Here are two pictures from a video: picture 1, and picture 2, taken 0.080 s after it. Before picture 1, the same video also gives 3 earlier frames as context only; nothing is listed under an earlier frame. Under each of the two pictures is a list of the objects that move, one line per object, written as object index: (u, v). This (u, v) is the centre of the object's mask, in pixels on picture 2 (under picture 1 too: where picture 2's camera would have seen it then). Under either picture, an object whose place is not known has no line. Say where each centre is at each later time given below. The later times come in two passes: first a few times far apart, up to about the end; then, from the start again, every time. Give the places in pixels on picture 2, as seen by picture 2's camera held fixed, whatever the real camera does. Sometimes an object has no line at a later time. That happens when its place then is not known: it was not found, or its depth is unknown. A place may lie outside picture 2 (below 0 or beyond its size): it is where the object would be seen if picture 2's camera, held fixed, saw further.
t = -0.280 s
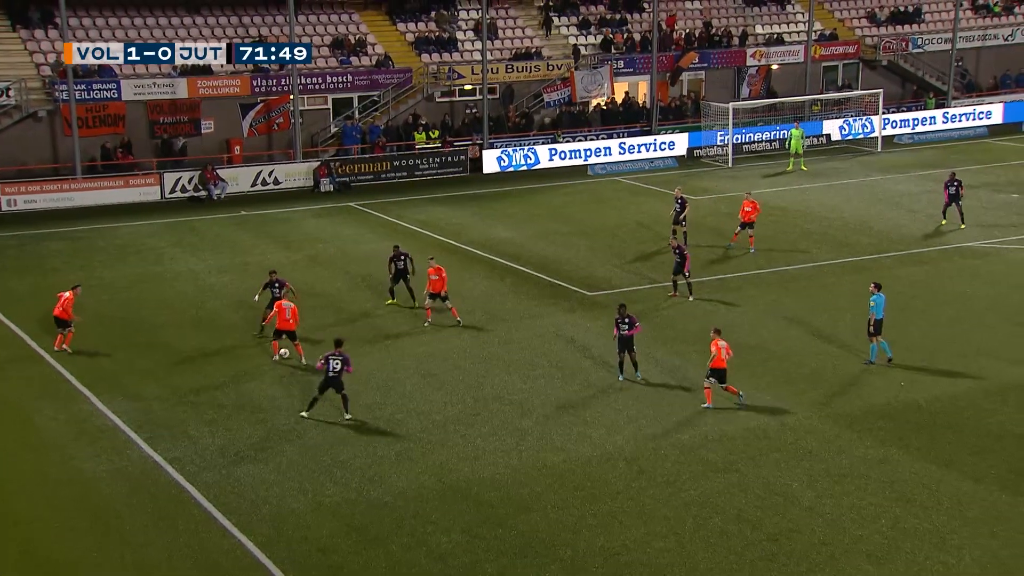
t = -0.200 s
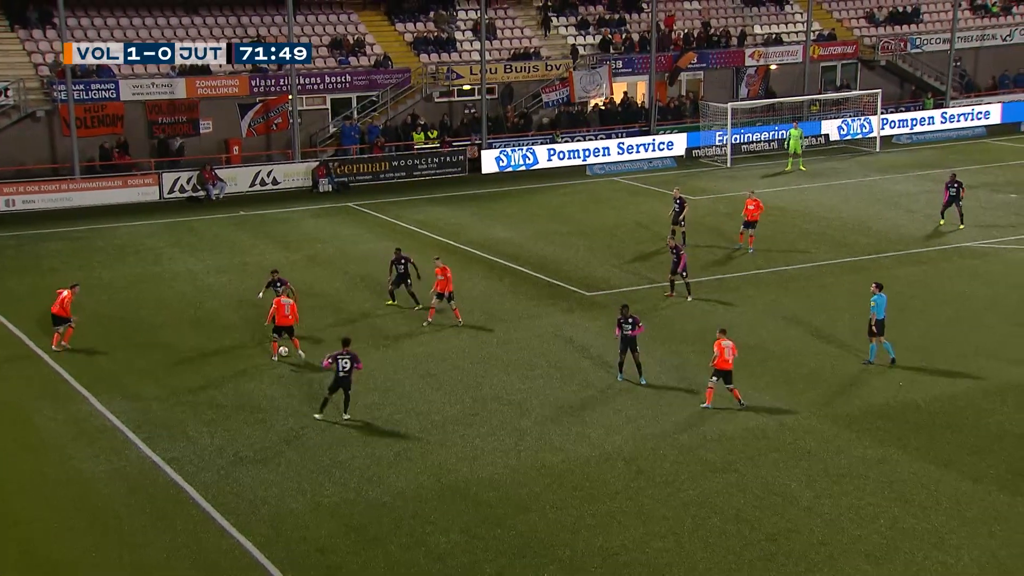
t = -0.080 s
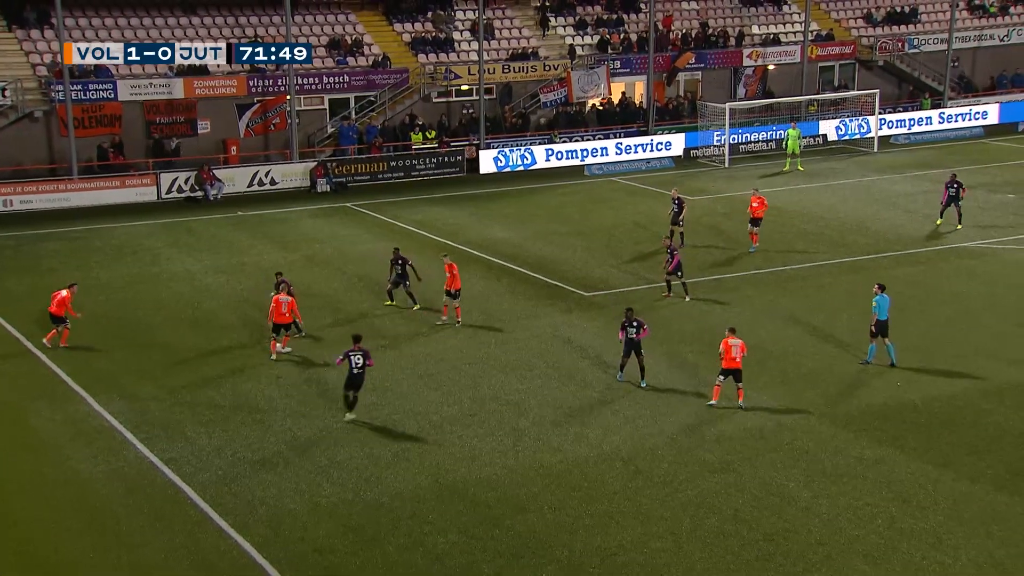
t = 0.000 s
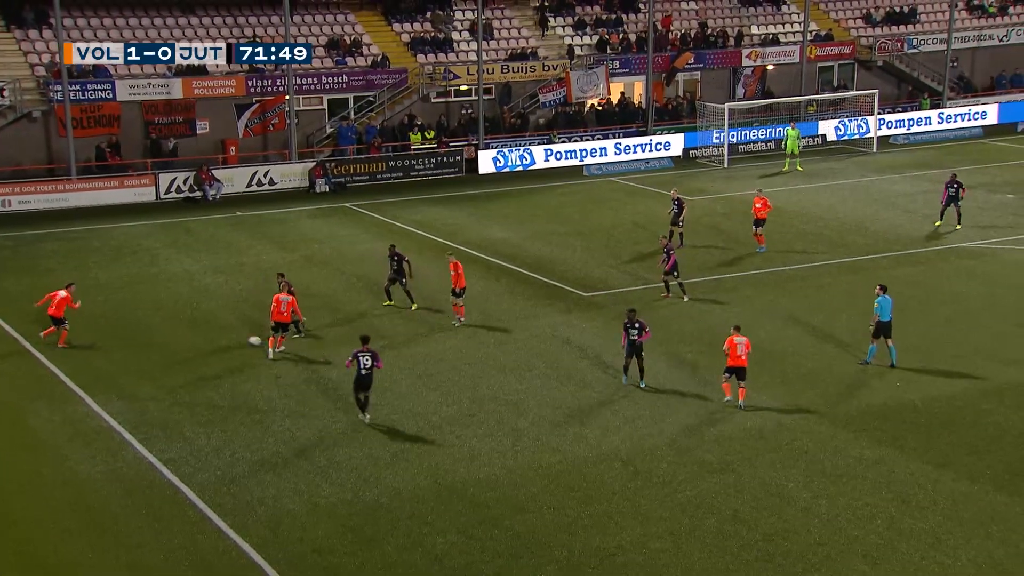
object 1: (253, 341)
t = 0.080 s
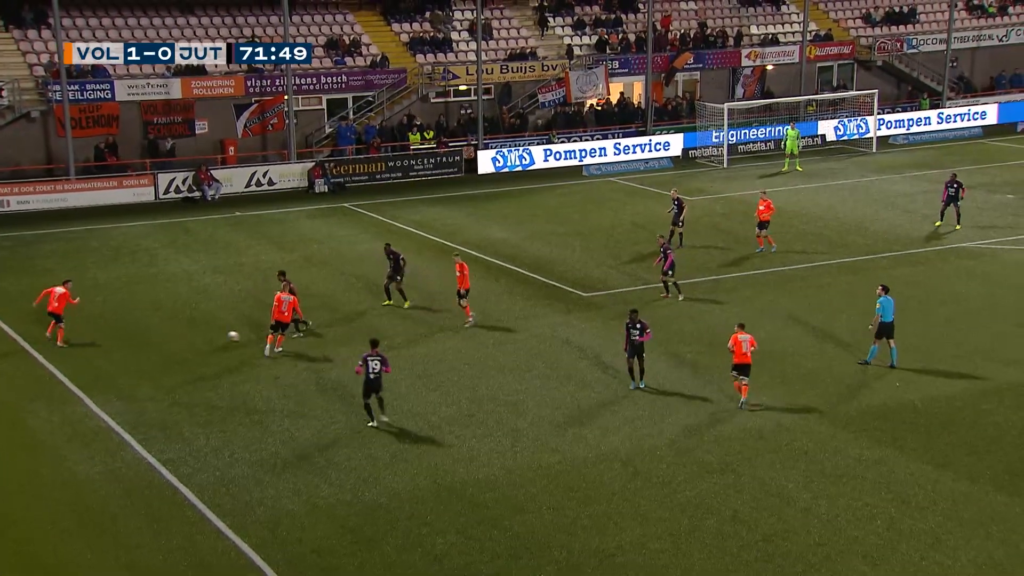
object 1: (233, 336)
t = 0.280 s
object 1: (191, 323)
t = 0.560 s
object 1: (142, 309)
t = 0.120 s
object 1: (224, 333)
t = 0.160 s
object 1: (216, 330)
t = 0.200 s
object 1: (207, 328)
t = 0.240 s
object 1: (199, 326)
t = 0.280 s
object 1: (191, 323)
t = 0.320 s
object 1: (183, 321)
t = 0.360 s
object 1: (176, 319)
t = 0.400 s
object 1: (169, 317)
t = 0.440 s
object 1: (161, 315)
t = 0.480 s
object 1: (154, 313)
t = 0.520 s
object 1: (148, 311)
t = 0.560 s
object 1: (142, 309)
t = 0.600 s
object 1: (135, 308)
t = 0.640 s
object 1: (130, 305)
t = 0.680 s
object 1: (123, 304)
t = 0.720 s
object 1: (118, 303)
